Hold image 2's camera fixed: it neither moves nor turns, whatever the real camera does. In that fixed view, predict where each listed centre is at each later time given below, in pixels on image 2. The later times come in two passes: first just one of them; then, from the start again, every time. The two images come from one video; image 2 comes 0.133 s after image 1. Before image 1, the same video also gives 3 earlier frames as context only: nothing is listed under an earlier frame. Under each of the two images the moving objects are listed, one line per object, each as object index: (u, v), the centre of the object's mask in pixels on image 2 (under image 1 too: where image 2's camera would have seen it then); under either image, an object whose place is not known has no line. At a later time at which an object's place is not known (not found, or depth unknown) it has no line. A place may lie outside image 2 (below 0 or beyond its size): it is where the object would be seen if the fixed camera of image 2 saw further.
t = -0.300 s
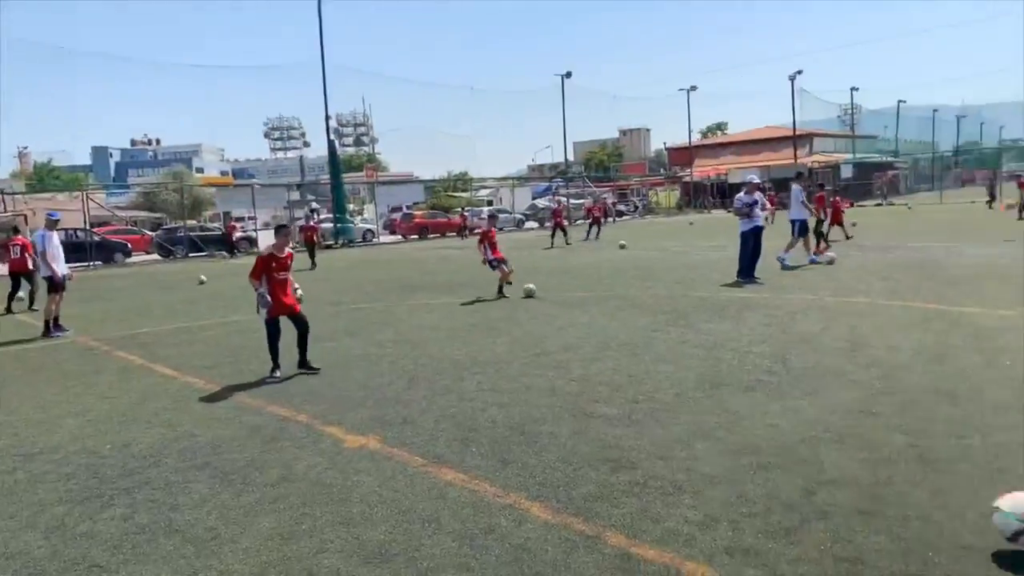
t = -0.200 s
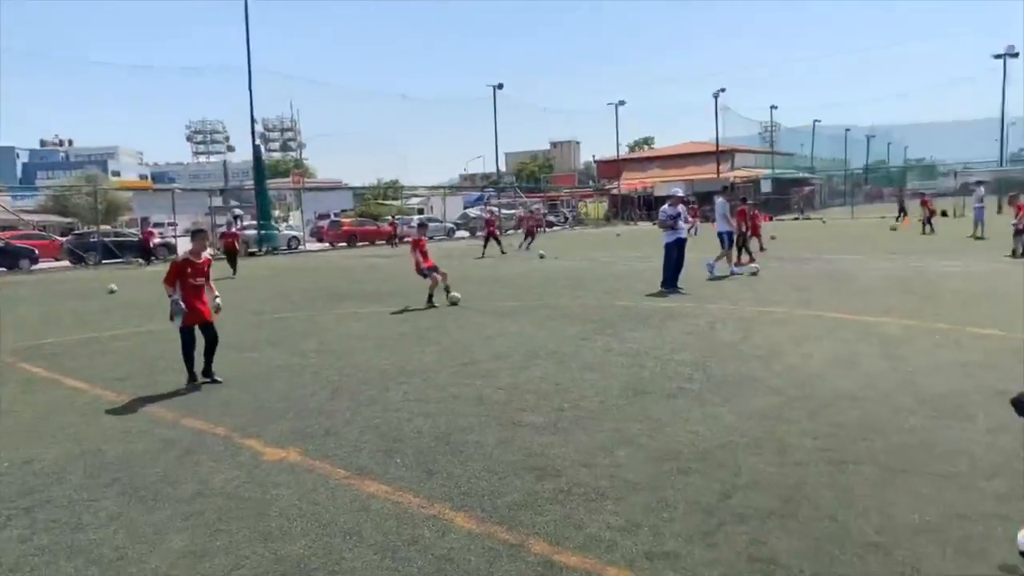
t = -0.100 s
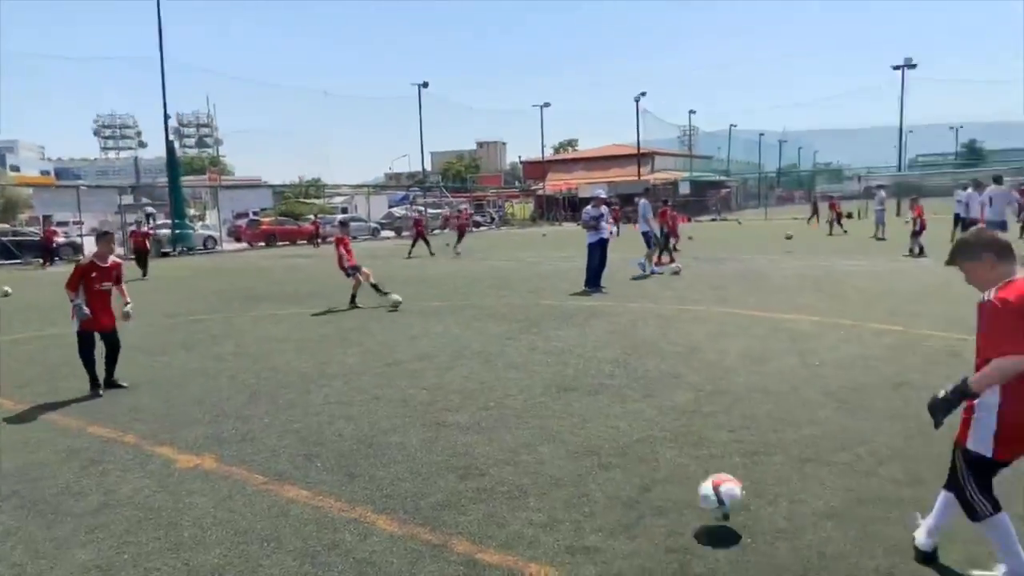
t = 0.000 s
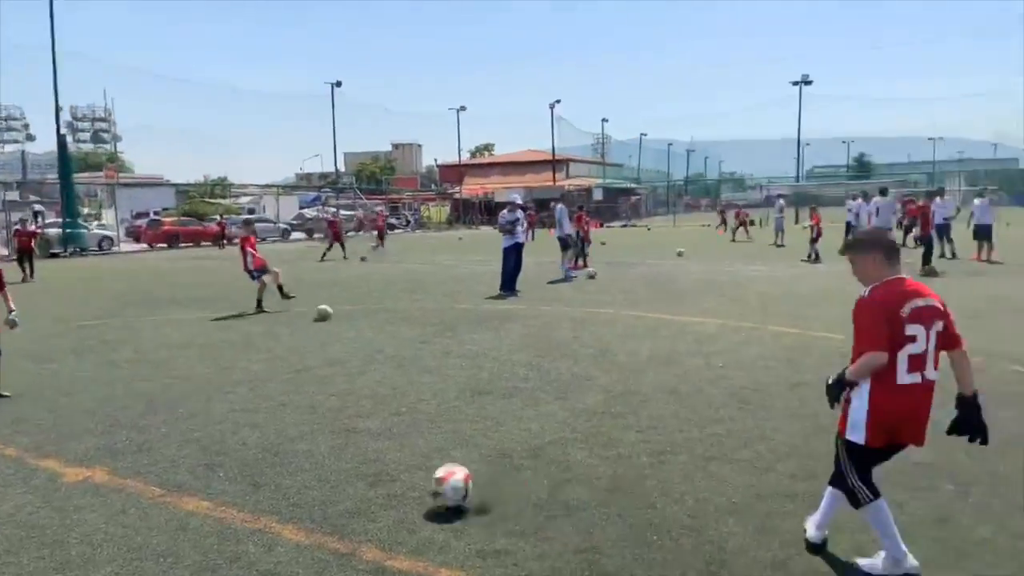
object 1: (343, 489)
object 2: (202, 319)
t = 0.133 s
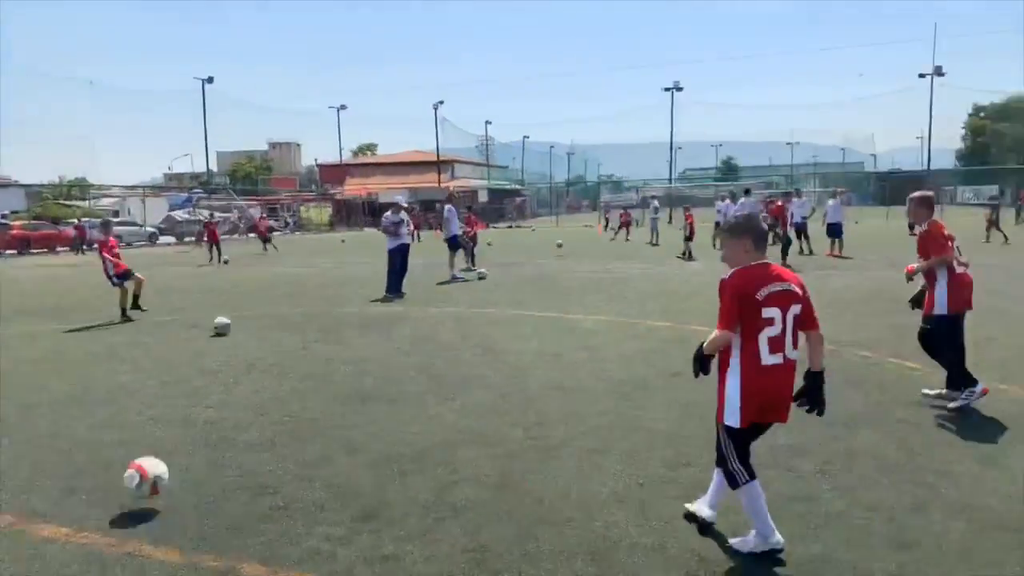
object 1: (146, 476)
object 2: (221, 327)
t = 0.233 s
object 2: (236, 330)
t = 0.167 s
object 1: (96, 481)
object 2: (227, 327)
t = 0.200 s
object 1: (62, 485)
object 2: (231, 328)
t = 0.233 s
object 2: (236, 330)
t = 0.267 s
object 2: (241, 334)
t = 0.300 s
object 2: (246, 335)
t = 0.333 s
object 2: (252, 335)
